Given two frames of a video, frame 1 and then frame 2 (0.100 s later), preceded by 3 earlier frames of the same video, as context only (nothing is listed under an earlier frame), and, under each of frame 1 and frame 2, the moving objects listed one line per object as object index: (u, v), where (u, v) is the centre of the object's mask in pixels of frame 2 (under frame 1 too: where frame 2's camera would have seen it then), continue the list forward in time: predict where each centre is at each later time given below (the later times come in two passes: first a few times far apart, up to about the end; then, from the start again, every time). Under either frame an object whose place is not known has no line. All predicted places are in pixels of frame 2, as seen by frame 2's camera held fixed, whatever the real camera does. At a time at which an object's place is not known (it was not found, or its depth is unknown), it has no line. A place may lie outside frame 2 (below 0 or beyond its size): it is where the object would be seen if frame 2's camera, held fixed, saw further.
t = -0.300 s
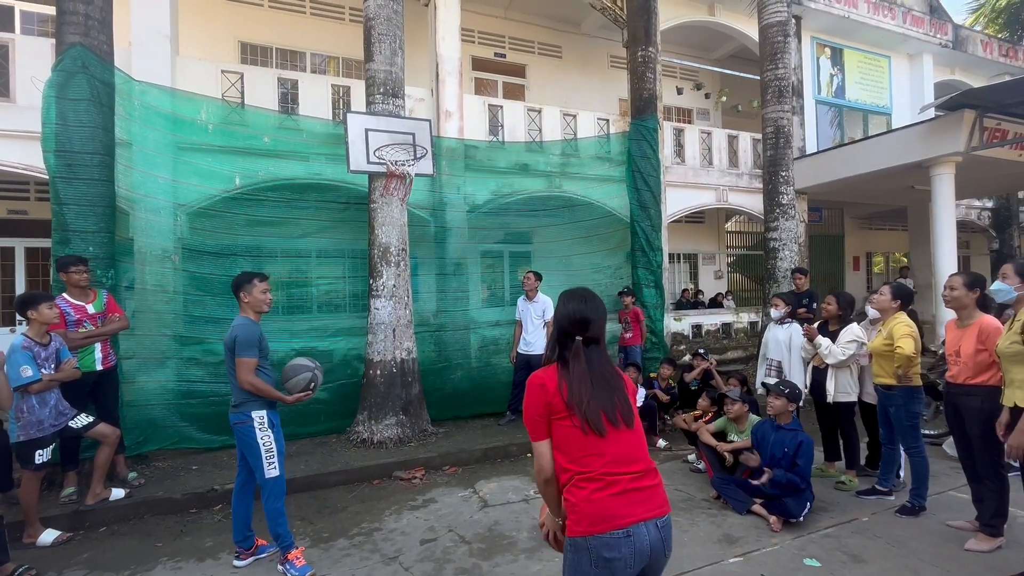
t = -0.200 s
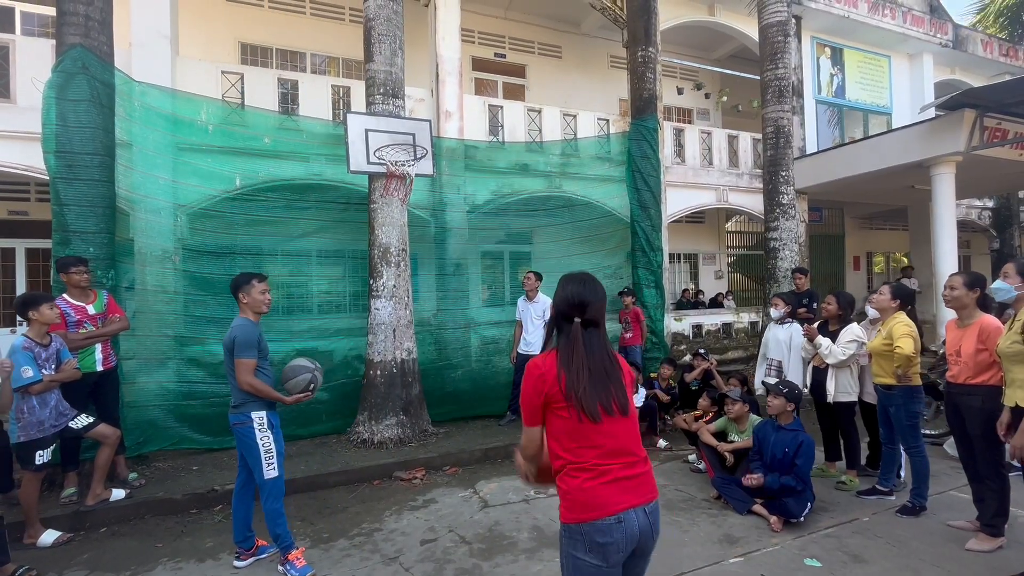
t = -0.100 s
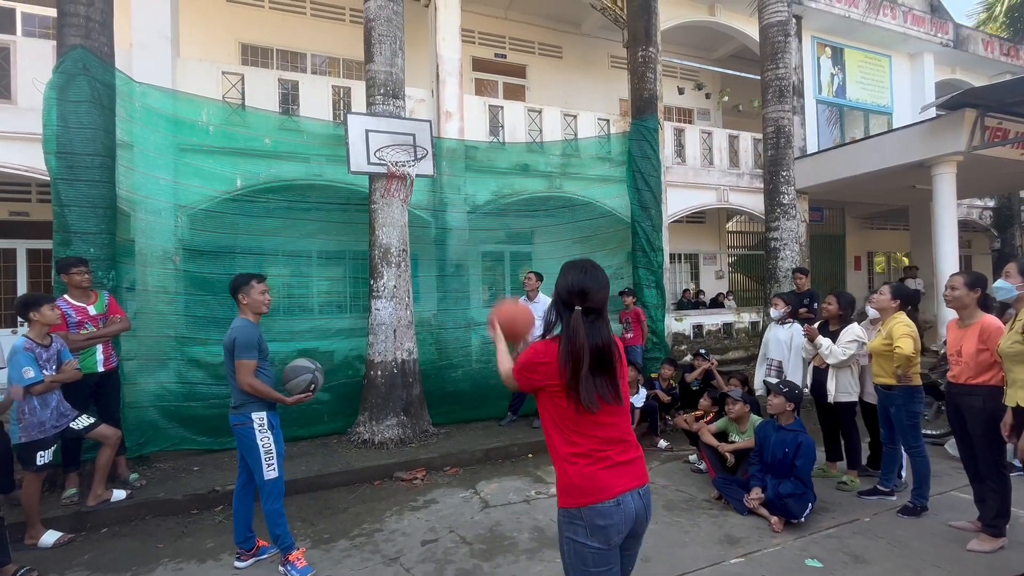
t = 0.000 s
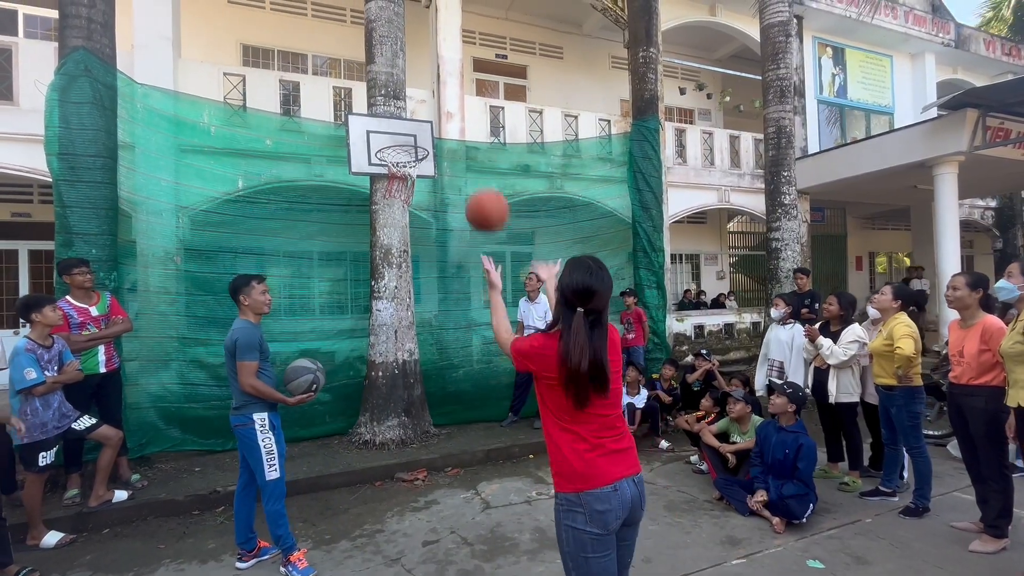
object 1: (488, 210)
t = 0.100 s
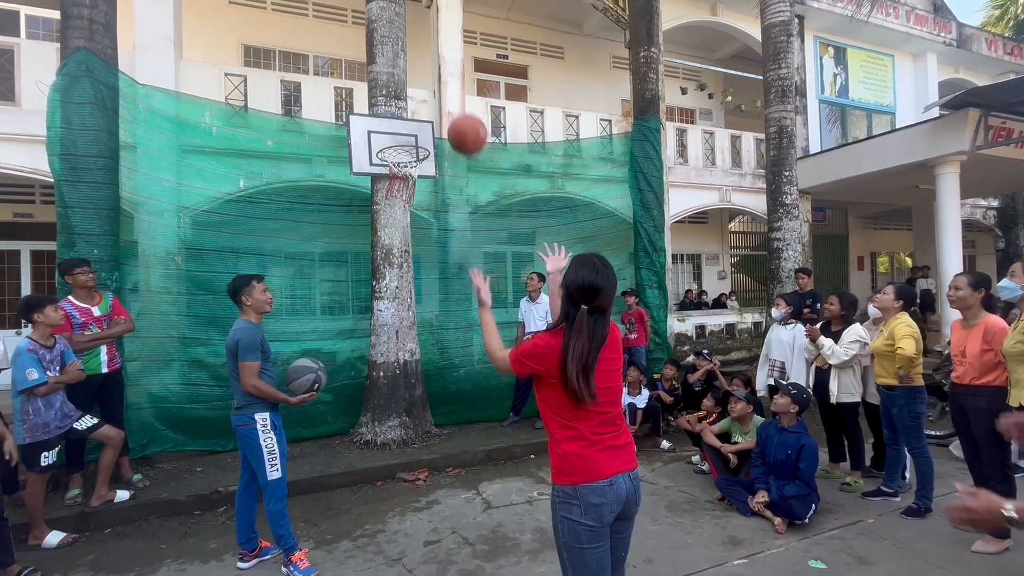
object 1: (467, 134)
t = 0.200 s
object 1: (449, 85)
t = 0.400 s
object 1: (421, 51)
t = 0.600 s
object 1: (400, 76)
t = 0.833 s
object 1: (379, 153)
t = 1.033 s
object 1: (351, 228)
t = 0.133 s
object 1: (461, 115)
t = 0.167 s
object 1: (455, 99)
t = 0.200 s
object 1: (449, 85)
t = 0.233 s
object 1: (444, 74)
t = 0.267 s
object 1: (438, 66)
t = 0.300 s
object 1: (434, 60)
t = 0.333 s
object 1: (429, 55)
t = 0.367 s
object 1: (425, 52)
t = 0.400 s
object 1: (421, 51)
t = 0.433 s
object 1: (417, 52)
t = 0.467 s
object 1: (413, 54)
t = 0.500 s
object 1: (410, 58)
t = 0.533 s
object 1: (406, 62)
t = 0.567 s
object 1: (403, 69)
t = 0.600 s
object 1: (400, 76)
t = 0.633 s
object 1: (397, 84)
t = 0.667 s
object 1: (394, 94)
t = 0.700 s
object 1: (391, 104)
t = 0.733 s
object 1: (389, 116)
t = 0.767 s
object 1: (386, 128)
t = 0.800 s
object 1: (383, 142)
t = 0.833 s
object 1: (379, 153)
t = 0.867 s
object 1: (374, 161)
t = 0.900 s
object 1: (369, 172)
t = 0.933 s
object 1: (365, 185)
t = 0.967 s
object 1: (360, 198)
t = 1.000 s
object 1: (355, 213)
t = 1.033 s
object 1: (351, 228)
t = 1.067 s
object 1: (346, 246)
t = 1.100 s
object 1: (341, 265)
